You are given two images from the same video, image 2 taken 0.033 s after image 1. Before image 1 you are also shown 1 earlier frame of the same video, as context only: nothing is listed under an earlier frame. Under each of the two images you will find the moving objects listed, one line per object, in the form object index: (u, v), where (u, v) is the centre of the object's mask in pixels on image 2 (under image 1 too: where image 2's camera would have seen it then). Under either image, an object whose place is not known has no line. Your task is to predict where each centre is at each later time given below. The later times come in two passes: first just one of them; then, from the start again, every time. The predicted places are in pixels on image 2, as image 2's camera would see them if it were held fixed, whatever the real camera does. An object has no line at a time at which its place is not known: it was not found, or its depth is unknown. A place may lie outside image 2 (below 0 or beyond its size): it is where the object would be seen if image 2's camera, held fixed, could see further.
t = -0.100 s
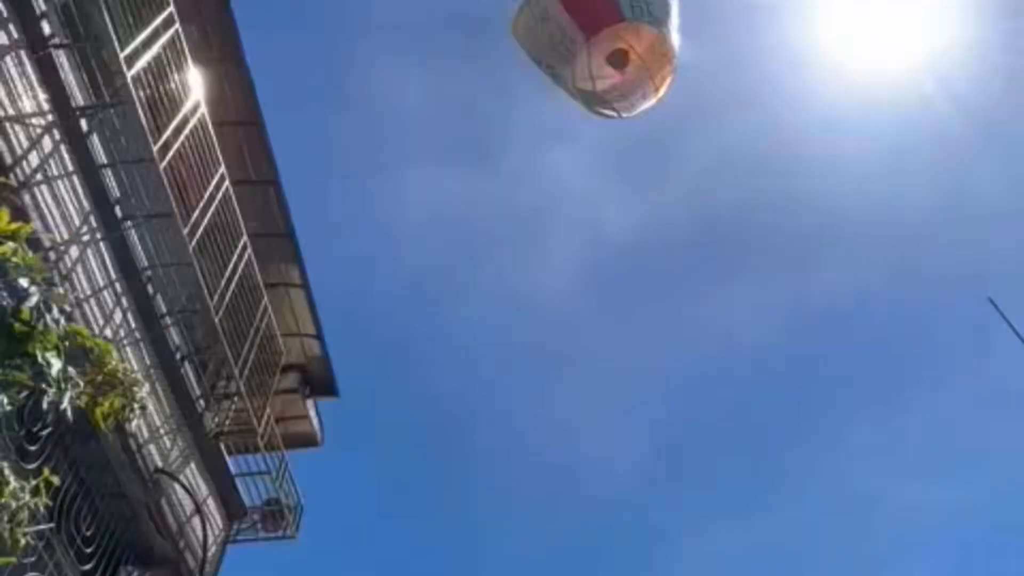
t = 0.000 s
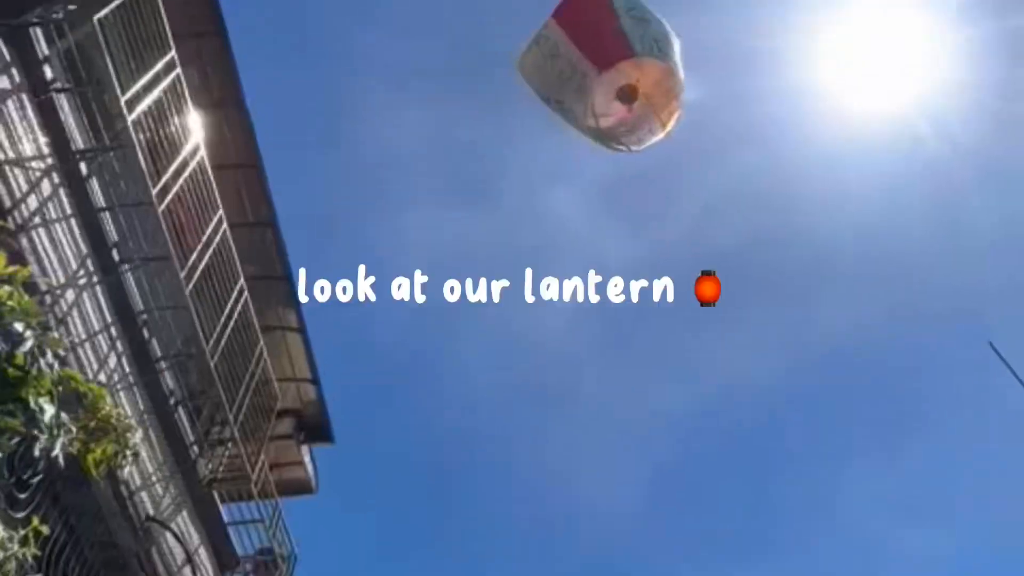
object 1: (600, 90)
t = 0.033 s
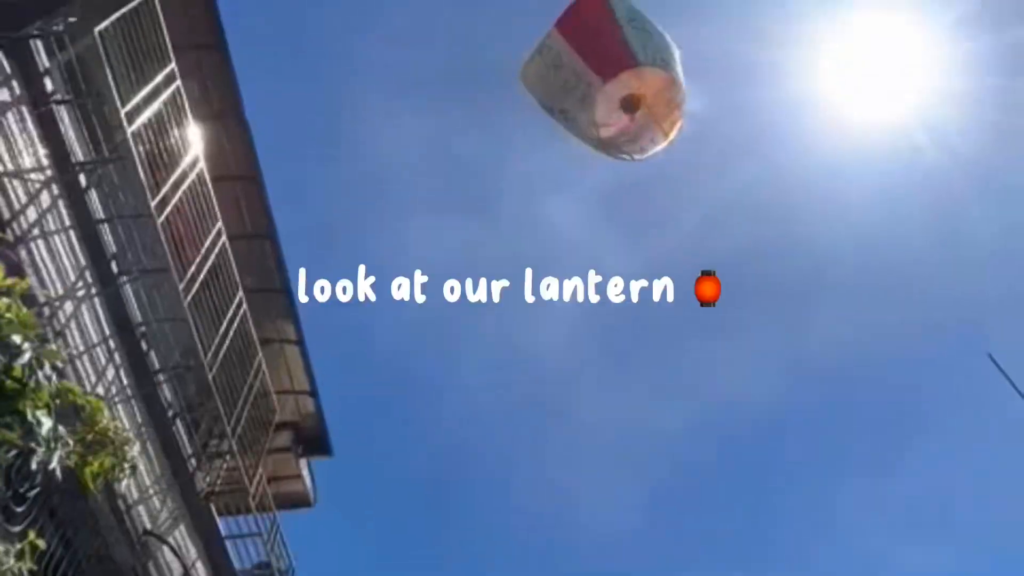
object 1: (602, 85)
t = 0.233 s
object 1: (619, 73)
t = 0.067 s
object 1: (605, 81)
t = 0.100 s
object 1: (608, 79)
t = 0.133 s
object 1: (611, 77)
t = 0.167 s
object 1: (614, 75)
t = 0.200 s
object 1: (617, 74)
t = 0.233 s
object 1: (619, 73)
